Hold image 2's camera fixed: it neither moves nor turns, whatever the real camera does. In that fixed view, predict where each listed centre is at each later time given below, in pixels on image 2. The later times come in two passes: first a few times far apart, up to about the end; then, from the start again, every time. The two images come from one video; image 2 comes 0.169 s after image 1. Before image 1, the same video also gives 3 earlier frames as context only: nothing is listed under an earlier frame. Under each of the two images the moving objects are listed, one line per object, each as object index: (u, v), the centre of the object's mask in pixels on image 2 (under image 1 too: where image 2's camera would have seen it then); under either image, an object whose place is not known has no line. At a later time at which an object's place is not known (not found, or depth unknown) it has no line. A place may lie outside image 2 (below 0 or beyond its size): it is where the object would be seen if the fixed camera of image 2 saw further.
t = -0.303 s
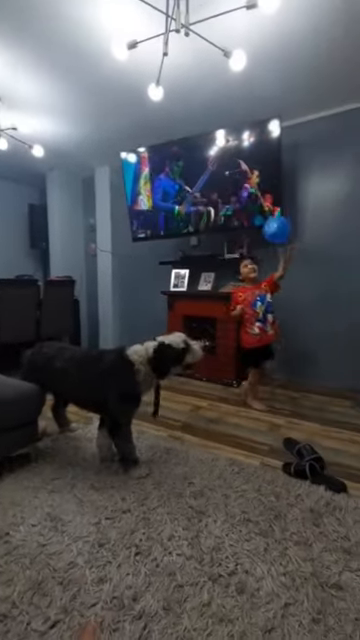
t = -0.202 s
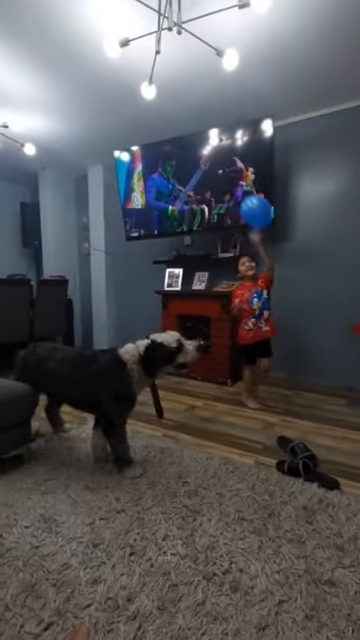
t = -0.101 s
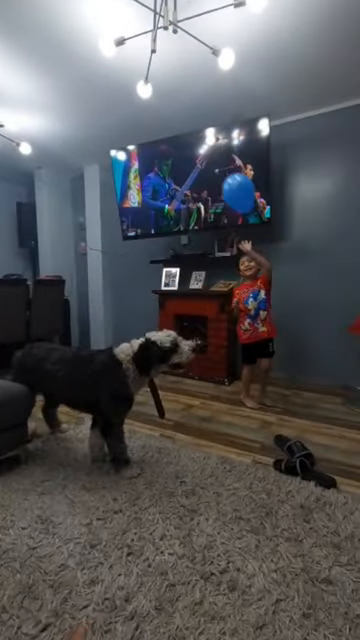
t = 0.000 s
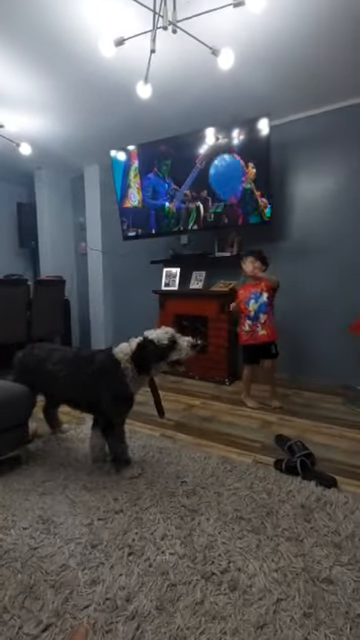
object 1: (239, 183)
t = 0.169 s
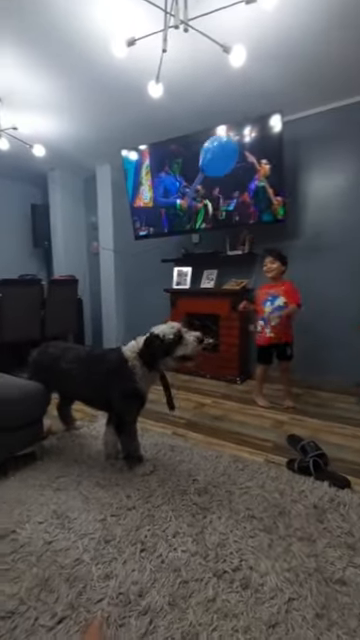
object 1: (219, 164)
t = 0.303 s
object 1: (204, 161)
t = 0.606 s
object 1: (176, 186)
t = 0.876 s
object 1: (167, 235)
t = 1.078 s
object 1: (166, 285)
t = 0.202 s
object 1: (216, 163)
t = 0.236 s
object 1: (212, 162)
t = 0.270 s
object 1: (209, 161)
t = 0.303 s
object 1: (204, 161)
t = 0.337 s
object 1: (201, 162)
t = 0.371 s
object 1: (198, 162)
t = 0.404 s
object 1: (196, 163)
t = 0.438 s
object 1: (192, 164)
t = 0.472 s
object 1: (188, 167)
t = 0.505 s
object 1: (185, 171)
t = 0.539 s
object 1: (183, 177)
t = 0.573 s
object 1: (180, 180)
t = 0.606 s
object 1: (176, 186)
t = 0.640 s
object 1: (174, 191)
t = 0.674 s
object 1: (175, 194)
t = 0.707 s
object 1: (174, 200)
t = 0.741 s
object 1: (171, 201)
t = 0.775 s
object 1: (169, 209)
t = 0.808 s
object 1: (168, 221)
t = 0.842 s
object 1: (167, 227)
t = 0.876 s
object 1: (167, 235)
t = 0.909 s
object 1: (167, 243)
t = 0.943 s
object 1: (167, 252)
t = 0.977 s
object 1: (166, 259)
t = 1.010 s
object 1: (166, 268)
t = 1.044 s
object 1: (166, 275)
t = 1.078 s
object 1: (166, 285)
